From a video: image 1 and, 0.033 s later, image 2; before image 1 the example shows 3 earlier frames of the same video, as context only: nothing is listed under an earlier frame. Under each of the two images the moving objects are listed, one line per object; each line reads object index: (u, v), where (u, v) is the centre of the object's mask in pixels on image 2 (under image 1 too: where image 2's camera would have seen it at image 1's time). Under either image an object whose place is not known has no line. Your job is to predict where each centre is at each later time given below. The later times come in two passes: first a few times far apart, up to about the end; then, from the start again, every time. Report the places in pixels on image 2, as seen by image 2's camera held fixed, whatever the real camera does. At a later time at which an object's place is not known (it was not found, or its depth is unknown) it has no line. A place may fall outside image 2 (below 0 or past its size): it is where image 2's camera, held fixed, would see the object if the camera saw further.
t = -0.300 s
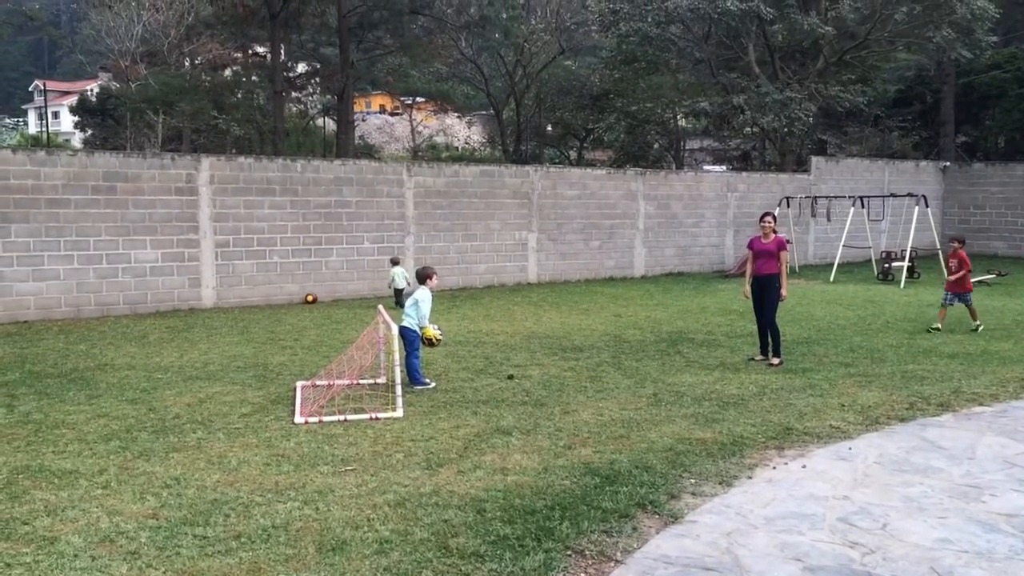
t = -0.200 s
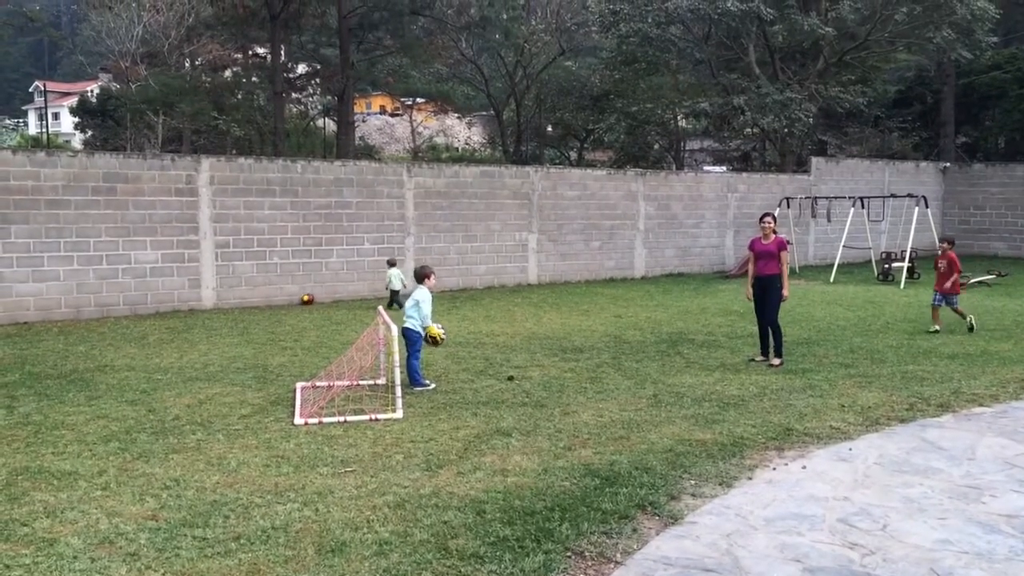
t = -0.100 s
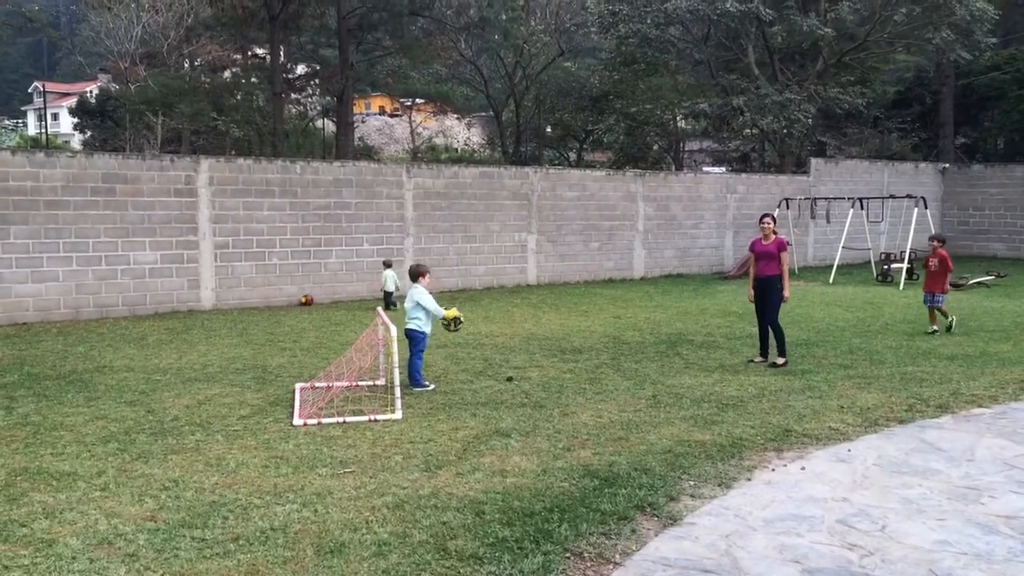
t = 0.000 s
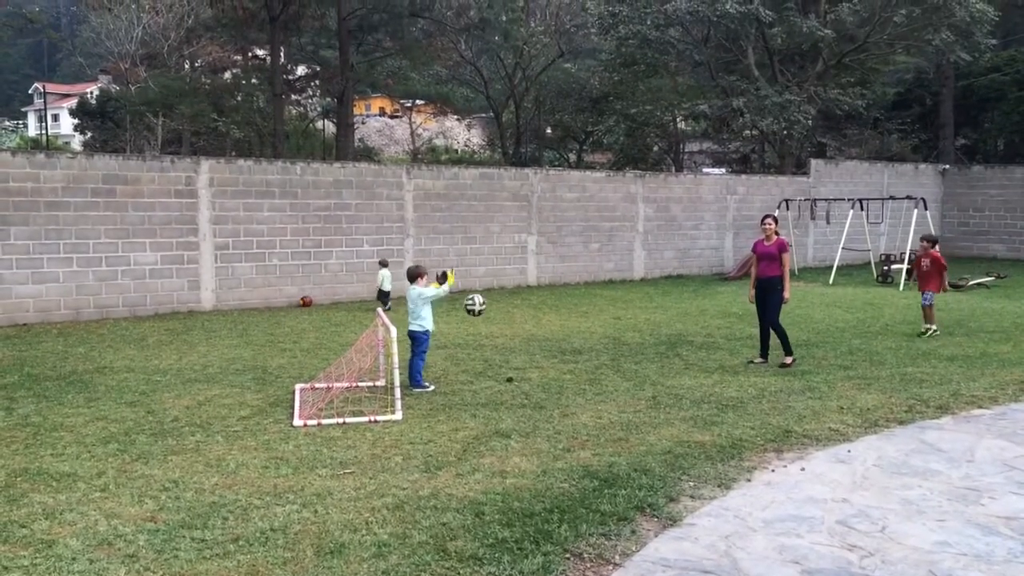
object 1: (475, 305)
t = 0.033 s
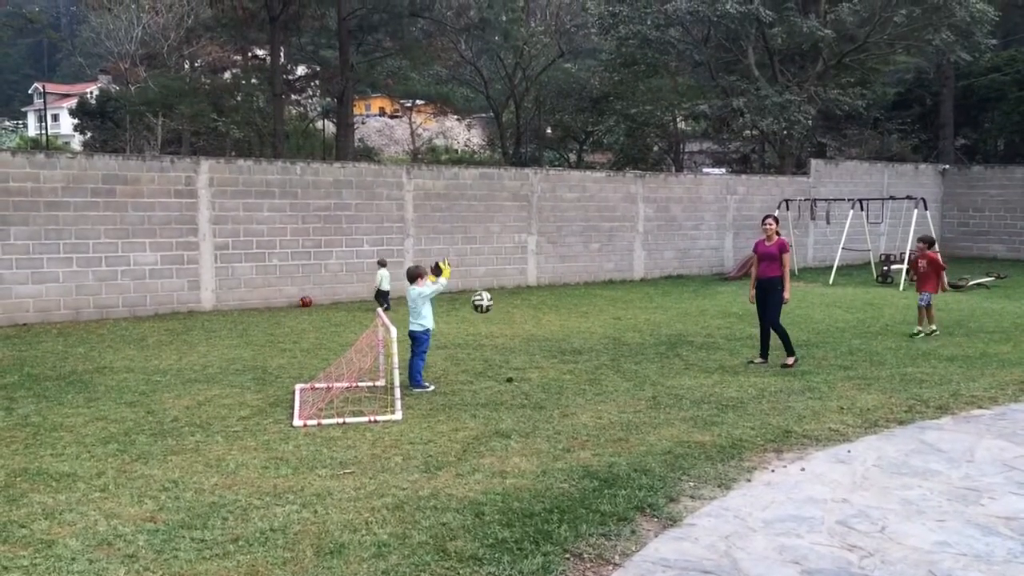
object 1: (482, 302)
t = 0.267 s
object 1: (529, 310)
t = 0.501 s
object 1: (571, 358)
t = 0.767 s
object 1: (600, 336)
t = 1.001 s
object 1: (624, 347)
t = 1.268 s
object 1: (651, 346)
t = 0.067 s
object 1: (489, 300)
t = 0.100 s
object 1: (496, 298)
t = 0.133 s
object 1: (503, 299)
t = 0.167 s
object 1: (510, 300)
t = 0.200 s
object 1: (517, 302)
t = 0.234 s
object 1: (523, 306)
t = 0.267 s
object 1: (529, 310)
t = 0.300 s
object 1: (536, 316)
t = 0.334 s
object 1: (543, 322)
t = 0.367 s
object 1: (549, 329)
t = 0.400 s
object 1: (555, 337)
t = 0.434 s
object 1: (561, 346)
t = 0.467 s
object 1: (567, 357)
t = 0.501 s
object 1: (571, 358)
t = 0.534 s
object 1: (575, 351)
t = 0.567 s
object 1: (579, 346)
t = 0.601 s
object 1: (583, 342)
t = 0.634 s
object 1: (586, 339)
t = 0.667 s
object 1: (590, 337)
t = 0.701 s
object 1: (594, 336)
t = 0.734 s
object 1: (597, 335)
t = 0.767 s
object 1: (600, 336)
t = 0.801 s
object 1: (604, 338)
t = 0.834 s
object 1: (607, 341)
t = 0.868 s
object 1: (610, 345)
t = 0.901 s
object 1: (613, 350)
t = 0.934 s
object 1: (617, 352)
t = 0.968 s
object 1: (620, 349)
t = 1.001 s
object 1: (624, 347)
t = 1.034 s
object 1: (628, 345)
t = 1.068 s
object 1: (631, 344)
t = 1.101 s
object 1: (635, 345)
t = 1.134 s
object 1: (638, 346)
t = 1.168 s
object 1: (642, 348)
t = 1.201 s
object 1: (645, 349)
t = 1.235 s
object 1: (648, 347)
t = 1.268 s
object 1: (651, 346)
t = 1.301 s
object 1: (654, 345)
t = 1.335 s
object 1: (656, 346)
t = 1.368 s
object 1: (660, 346)
